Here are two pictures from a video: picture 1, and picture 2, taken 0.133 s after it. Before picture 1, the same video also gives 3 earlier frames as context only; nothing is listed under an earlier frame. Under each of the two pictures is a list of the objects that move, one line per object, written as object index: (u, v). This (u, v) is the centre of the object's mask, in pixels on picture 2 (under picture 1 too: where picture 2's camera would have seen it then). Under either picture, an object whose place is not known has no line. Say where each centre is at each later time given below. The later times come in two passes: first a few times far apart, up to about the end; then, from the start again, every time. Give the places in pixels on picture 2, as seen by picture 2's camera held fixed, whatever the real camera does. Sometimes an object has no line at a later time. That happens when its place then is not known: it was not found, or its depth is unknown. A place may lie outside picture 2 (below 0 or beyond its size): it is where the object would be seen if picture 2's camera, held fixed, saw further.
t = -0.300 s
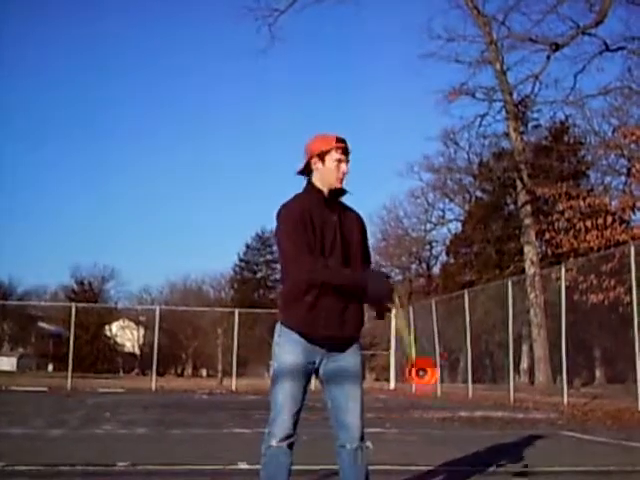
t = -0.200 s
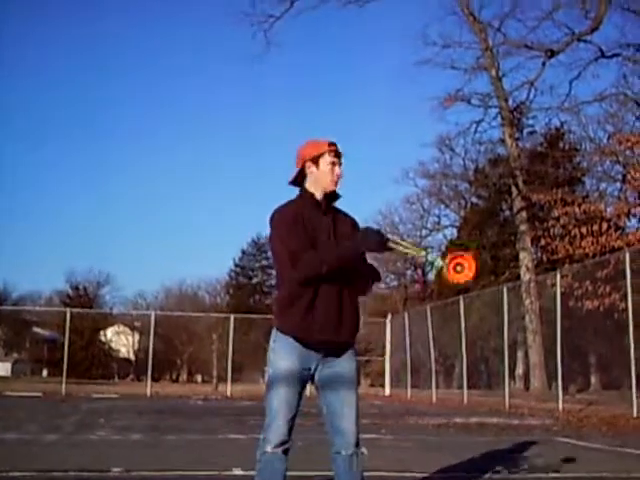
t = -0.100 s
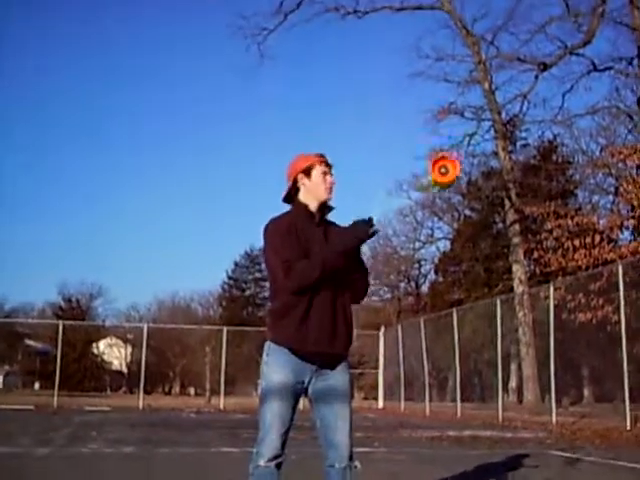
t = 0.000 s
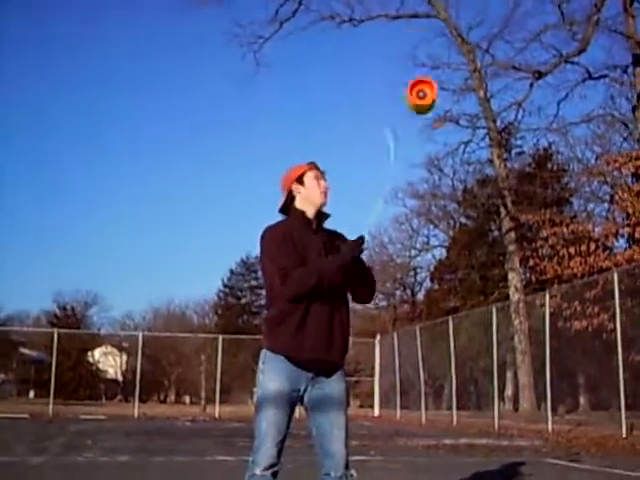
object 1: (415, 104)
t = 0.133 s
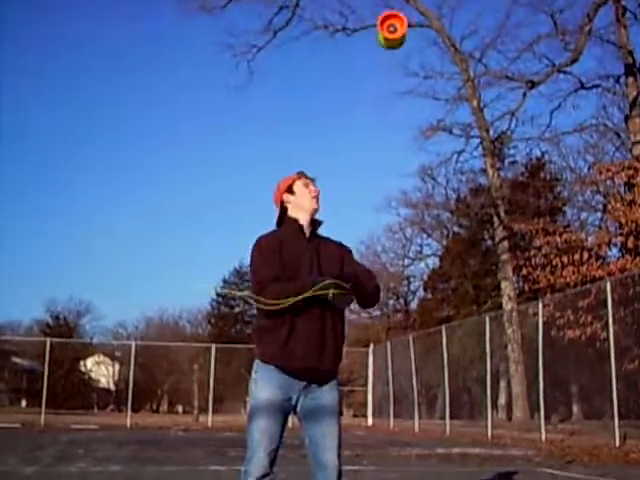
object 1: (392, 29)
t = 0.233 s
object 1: (375, 4)
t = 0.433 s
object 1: (344, -4)
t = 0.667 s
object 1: (306, 94)
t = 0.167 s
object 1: (386, 17)
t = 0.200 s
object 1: (381, 9)
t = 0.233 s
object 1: (375, 4)
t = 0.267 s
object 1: (371, 1)
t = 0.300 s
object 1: (365, -2)
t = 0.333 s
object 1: (360, -4)
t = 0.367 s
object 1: (355, -5)
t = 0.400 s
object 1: (350, -5)
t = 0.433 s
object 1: (344, -4)
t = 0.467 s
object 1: (340, 1)
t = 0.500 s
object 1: (334, 11)
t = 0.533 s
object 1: (328, 21)
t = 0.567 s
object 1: (323, 36)
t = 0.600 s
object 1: (317, 54)
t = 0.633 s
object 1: (311, 73)
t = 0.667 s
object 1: (306, 94)
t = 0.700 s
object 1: (301, 119)
